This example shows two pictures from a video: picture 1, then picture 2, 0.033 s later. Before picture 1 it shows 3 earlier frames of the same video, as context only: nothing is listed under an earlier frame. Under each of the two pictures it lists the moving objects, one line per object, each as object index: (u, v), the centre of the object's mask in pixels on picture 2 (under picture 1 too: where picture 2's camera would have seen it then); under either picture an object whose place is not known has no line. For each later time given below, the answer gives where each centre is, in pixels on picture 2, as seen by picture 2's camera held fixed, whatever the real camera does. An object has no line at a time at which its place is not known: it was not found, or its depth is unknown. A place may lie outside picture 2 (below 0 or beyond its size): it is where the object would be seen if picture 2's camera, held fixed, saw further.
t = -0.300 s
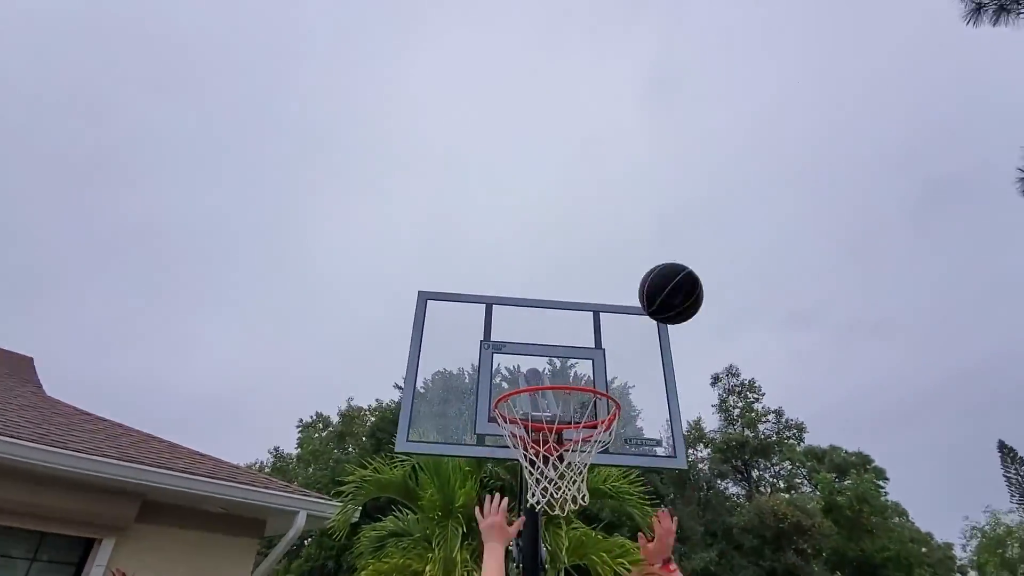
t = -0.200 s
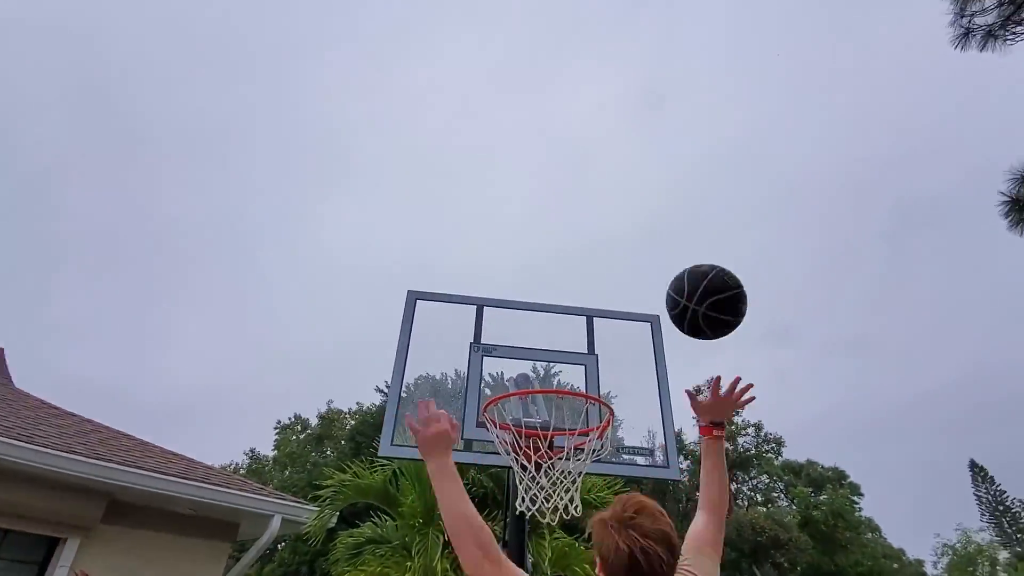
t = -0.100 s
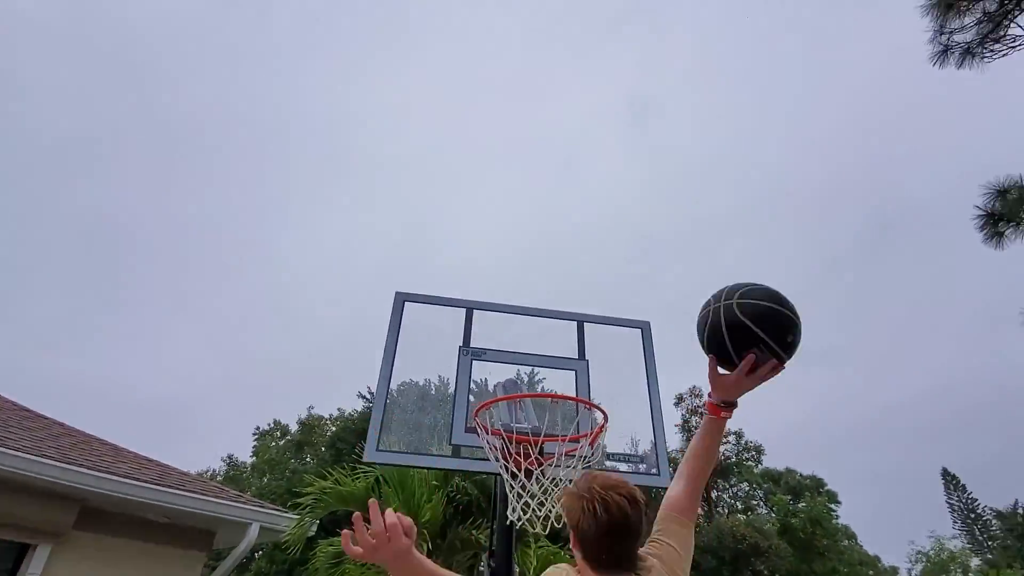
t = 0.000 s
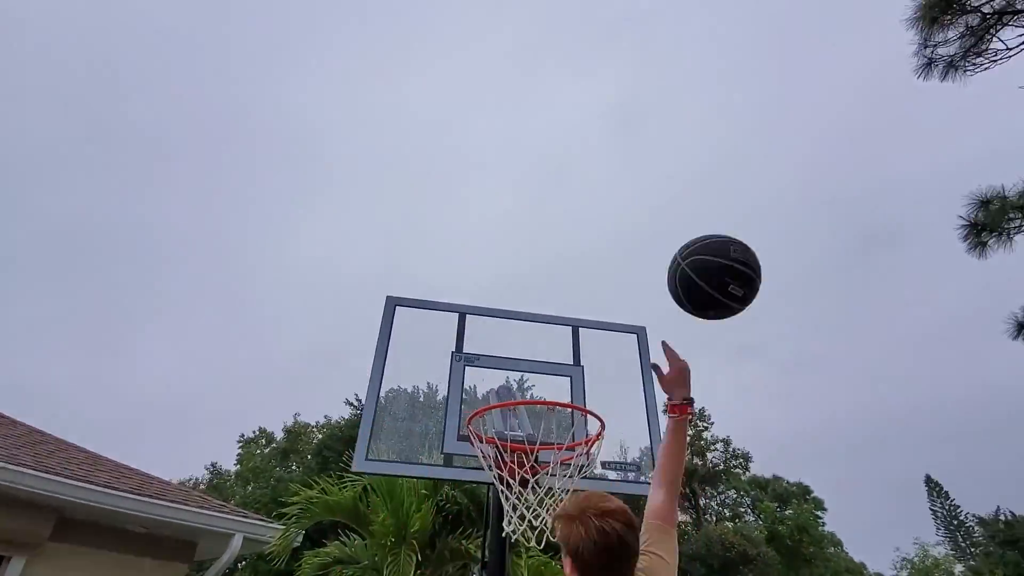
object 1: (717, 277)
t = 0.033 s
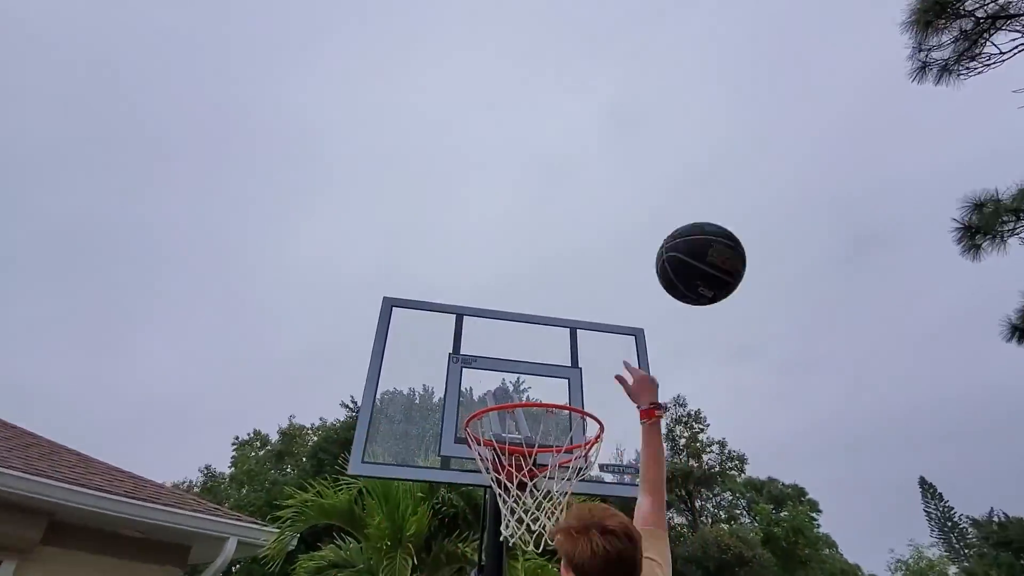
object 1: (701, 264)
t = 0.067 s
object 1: (690, 253)
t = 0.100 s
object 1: (681, 245)
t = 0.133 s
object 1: (673, 241)
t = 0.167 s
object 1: (667, 239)
